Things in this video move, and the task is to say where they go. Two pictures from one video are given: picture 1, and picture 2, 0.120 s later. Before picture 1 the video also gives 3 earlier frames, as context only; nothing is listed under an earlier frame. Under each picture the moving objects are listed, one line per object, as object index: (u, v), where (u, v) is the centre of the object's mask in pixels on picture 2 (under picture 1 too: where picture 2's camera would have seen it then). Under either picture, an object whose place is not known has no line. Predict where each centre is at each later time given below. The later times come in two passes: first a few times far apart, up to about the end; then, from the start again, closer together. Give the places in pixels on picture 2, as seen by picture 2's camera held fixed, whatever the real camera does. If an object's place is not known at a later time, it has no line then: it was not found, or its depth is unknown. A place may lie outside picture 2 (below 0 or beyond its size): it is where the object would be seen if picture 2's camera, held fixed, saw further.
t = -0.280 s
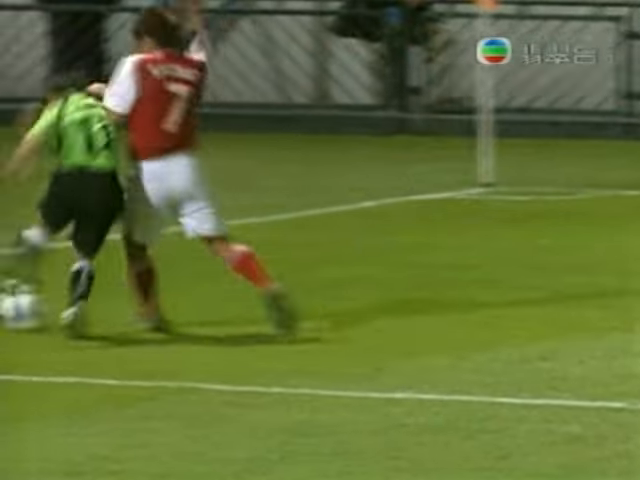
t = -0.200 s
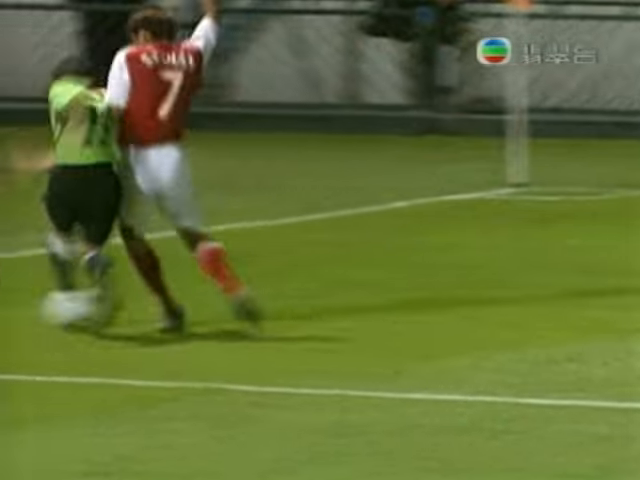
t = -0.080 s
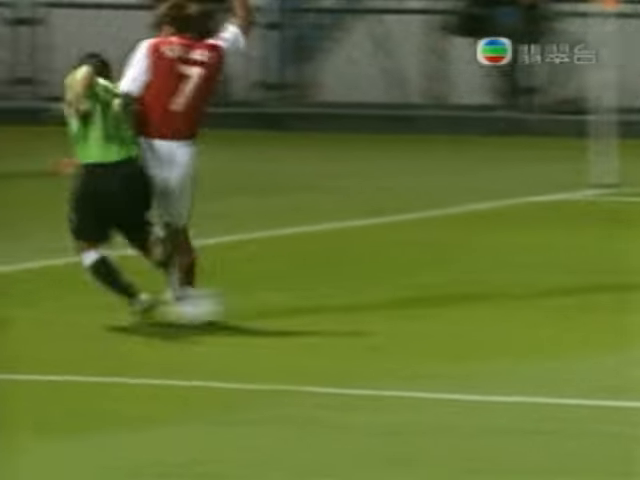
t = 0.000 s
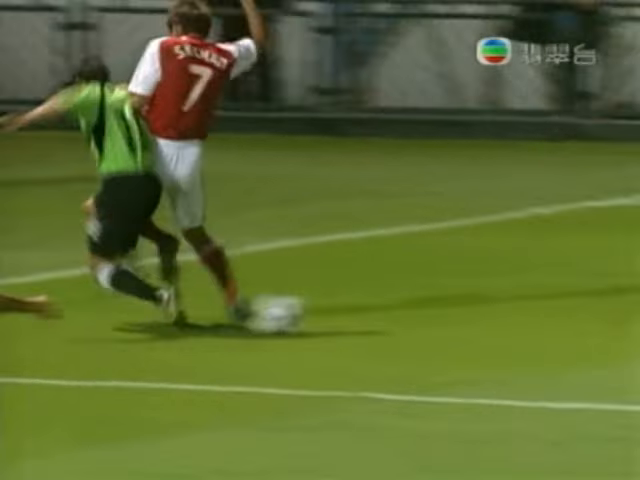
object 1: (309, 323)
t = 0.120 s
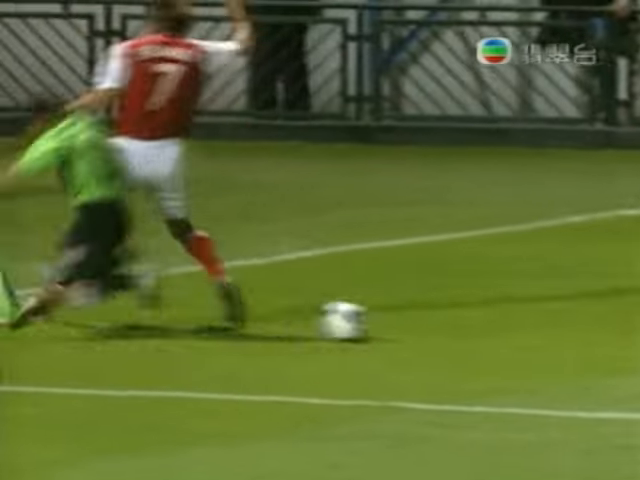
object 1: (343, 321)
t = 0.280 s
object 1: (389, 319)
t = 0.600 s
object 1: (468, 318)
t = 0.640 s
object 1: (479, 317)
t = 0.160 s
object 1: (358, 322)
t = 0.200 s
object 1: (371, 320)
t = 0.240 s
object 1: (381, 319)
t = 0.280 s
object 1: (389, 319)
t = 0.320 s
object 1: (399, 319)
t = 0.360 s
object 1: (414, 320)
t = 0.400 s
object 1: (418, 319)
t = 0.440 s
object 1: (429, 318)
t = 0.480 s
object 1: (441, 319)
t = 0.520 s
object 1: (448, 319)
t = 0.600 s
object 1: (468, 318)
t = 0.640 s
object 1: (479, 317)
